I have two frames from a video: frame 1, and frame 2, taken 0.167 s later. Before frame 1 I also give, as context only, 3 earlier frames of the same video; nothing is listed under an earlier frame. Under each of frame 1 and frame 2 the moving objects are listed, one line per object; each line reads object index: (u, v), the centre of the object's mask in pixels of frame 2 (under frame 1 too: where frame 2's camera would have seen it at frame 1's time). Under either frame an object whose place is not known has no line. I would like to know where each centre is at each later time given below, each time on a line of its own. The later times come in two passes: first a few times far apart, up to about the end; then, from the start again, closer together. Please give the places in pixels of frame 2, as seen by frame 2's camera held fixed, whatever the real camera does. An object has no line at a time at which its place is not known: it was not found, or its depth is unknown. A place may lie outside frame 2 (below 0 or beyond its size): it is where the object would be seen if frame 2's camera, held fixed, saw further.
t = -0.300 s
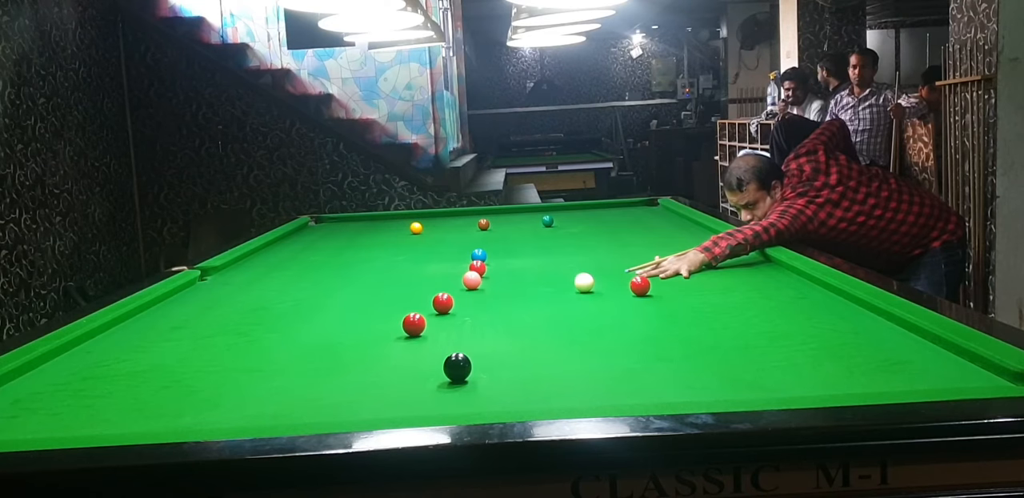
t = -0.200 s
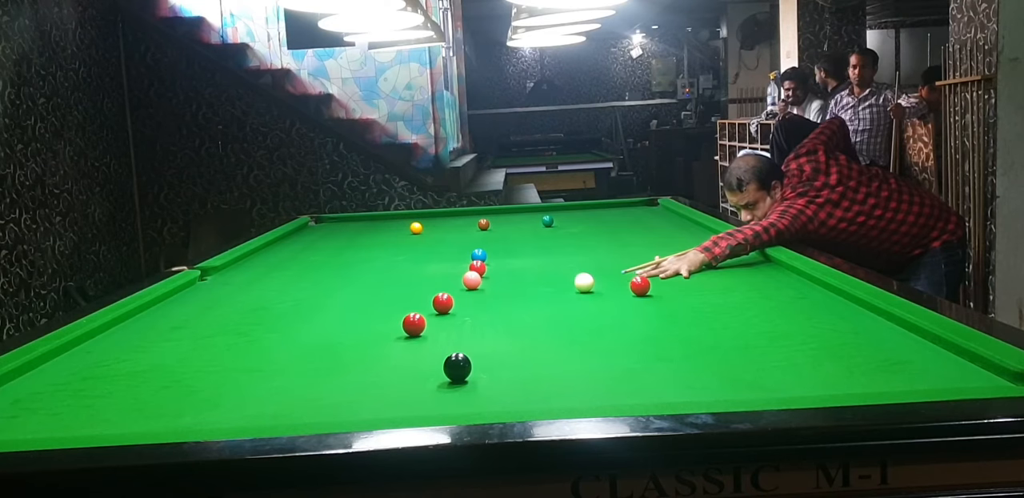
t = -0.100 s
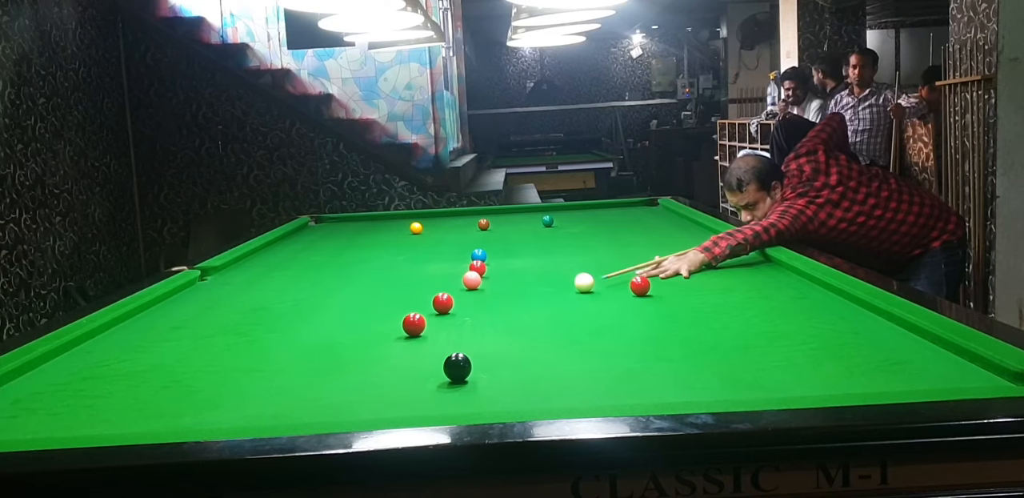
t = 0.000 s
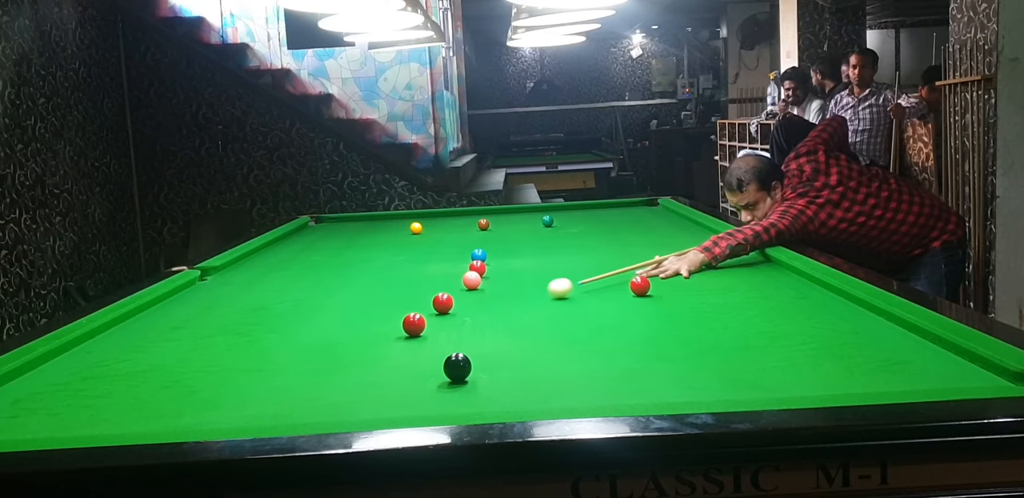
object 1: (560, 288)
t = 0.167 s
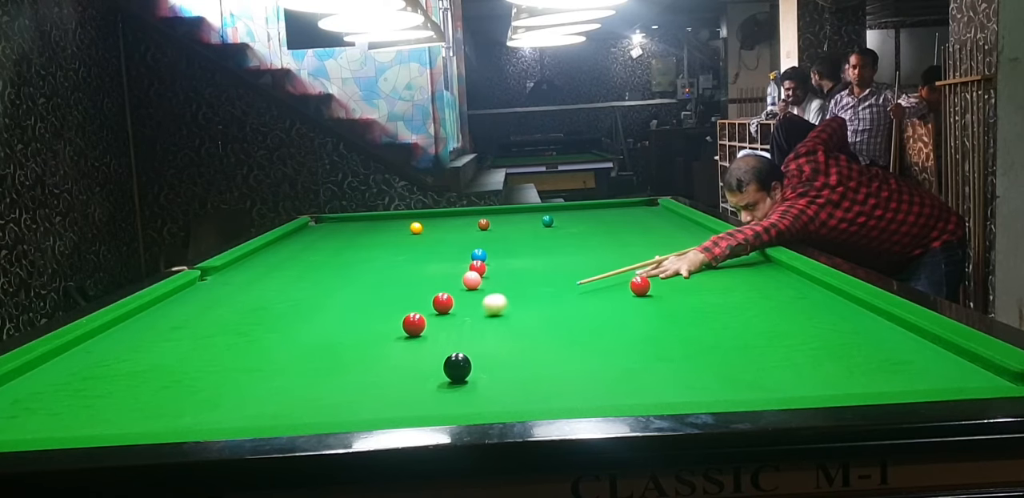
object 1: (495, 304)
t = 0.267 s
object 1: (456, 314)
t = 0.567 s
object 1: (413, 326)
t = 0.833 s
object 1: (389, 333)
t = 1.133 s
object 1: (363, 340)
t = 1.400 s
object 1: (342, 347)
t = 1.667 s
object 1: (322, 352)
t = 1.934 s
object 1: (304, 357)
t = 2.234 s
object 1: (288, 362)
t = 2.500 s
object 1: (276, 365)
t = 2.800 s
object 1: (267, 368)
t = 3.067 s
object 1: (262, 369)
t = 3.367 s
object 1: (260, 370)
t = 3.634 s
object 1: (260, 370)
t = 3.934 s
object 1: (260, 370)
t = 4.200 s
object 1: (260, 370)
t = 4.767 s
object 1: (260, 370)
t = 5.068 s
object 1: (260, 370)
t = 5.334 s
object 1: (260, 370)
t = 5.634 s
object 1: (260, 370)
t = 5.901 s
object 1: (260, 370)
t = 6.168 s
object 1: (260, 370)
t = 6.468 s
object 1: (260, 370)
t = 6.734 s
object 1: (260, 370)
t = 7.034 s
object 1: (260, 370)
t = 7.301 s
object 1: (260, 370)
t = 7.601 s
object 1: (260, 370)
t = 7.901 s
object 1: (260, 370)
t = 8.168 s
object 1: (260, 370)
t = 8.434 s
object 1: (260, 370)
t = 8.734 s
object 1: (260, 370)
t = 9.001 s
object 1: (260, 370)
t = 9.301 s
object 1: (260, 370)
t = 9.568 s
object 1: (260, 370)
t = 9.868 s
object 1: (260, 370)
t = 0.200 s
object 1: (482, 307)
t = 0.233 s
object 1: (469, 310)
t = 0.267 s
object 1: (456, 314)
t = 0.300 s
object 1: (442, 317)
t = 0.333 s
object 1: (432, 320)
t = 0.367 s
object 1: (430, 321)
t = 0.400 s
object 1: (428, 321)
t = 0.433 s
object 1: (425, 322)
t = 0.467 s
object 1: (422, 323)
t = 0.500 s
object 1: (419, 324)
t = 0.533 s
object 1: (416, 325)
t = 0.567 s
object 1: (413, 326)
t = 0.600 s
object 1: (410, 327)
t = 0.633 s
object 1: (407, 328)
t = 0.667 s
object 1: (404, 328)
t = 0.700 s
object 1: (401, 329)
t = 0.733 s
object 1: (398, 330)
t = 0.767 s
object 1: (395, 331)
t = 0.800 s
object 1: (392, 332)
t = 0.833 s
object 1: (389, 333)
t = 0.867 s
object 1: (386, 334)
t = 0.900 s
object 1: (383, 335)
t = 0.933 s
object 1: (380, 335)
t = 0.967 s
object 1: (377, 336)
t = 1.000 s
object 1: (374, 337)
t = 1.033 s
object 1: (372, 338)
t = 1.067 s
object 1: (369, 339)
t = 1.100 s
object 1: (366, 339)
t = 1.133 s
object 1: (363, 340)
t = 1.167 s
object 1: (360, 341)
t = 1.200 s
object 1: (358, 342)
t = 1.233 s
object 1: (355, 343)
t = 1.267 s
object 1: (352, 343)
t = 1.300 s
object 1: (350, 344)
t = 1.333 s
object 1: (347, 345)
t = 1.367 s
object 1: (345, 346)
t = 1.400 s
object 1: (342, 347)
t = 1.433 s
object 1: (339, 347)
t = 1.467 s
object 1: (337, 348)
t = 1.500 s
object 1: (334, 349)
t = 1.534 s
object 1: (332, 349)
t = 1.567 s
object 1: (329, 350)
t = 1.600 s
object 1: (327, 351)
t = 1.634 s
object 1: (325, 352)
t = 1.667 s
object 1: (322, 352)
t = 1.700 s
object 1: (320, 353)
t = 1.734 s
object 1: (318, 353)
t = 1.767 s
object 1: (315, 354)
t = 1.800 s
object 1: (313, 355)
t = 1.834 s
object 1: (311, 355)
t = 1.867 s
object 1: (308, 356)
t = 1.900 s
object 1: (306, 356)
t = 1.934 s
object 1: (304, 357)
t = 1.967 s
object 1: (302, 358)
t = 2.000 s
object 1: (300, 358)
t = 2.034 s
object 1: (299, 359)
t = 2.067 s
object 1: (297, 359)
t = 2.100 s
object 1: (295, 360)
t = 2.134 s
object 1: (293, 360)
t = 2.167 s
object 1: (291, 361)
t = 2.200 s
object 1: (290, 361)
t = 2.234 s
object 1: (288, 362)
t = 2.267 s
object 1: (286, 362)
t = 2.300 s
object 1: (285, 363)
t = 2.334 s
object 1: (283, 363)
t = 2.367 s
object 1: (282, 364)
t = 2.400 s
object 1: (280, 364)
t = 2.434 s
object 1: (279, 364)
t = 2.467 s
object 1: (278, 365)
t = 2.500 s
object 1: (276, 365)
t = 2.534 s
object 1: (275, 366)
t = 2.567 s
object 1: (274, 366)
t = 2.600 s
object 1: (273, 366)
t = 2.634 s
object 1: (271, 367)
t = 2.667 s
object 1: (270, 367)
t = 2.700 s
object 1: (269, 367)
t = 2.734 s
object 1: (268, 368)
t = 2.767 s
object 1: (267, 368)
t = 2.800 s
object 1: (267, 368)
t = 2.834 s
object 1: (266, 368)
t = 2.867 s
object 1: (265, 368)
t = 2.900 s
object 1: (264, 369)
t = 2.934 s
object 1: (264, 369)
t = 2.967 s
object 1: (263, 369)
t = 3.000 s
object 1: (263, 369)
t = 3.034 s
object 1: (262, 369)
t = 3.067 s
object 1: (262, 369)
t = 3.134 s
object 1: (261, 370)
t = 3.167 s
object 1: (260, 370)
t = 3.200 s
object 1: (260, 370)
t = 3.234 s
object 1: (260, 370)
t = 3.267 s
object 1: (260, 370)
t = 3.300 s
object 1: (260, 370)
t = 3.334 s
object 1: (260, 370)
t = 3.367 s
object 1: (260, 370)
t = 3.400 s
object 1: (260, 370)
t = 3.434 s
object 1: (260, 370)
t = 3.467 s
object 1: (260, 370)
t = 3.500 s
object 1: (260, 370)
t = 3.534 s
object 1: (260, 370)
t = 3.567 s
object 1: (260, 370)
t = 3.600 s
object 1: (260, 370)
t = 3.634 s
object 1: (260, 370)
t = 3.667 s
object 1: (260, 370)
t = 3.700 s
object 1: (260, 370)
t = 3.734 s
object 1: (260, 370)
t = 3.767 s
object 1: (260, 370)
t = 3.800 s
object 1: (260, 370)
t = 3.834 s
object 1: (260, 370)
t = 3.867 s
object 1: (260, 370)
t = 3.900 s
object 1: (260, 370)
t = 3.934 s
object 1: (260, 370)
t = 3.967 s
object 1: (260, 370)
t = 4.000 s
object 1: (260, 370)
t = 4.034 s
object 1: (260, 370)
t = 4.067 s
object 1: (260, 370)
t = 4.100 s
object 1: (260, 370)
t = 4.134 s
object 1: (260, 370)
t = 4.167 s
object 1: (260, 370)
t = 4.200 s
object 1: (260, 370)
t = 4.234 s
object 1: (260, 370)
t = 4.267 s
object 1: (260, 370)
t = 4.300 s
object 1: (260, 370)
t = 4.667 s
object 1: (262, 370)
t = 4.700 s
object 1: (261, 370)
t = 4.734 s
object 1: (261, 370)
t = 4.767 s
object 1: (260, 370)
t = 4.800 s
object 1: (260, 370)
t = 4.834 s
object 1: (260, 370)
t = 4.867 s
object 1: (260, 370)
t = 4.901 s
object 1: (260, 370)
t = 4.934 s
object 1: (260, 370)
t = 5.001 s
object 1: (260, 370)
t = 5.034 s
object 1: (260, 370)
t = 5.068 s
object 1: (260, 370)
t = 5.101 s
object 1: (260, 370)
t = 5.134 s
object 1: (260, 370)
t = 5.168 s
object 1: (260, 370)
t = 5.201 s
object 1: (260, 370)
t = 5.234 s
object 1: (260, 370)
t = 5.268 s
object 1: (260, 370)
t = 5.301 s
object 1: (260, 370)
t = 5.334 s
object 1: (260, 370)
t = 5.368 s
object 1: (260, 370)
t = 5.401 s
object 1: (260, 370)
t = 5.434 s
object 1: (260, 370)
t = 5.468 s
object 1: (260, 370)
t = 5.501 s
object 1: (260, 370)
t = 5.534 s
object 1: (260, 370)
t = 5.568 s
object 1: (260, 370)
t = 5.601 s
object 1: (260, 370)
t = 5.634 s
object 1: (260, 370)
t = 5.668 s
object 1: (260, 370)
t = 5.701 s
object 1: (260, 370)
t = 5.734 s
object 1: (260, 370)
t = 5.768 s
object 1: (260, 370)
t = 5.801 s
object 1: (260, 370)
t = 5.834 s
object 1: (260, 370)
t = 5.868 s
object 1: (260, 370)
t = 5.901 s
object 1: (260, 370)
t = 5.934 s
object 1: (260, 370)
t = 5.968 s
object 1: (260, 370)
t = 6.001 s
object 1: (260, 370)
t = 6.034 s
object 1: (260, 370)
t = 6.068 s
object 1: (260, 370)
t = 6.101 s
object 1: (260, 370)
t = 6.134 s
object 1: (260, 370)
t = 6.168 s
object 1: (260, 370)
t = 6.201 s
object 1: (260, 370)
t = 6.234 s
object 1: (260, 370)
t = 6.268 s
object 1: (260, 370)
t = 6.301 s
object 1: (260, 370)
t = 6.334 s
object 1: (260, 370)
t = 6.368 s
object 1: (260, 370)
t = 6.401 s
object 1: (260, 370)
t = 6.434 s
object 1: (260, 370)
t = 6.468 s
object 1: (260, 370)
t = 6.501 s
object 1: (260, 370)
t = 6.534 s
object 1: (260, 370)
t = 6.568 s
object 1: (260, 370)
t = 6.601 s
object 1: (260, 370)
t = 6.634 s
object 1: (260, 370)
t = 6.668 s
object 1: (260, 370)
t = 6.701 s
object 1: (260, 370)
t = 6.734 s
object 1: (260, 370)
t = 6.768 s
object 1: (260, 370)
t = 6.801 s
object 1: (260, 370)
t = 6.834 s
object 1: (260, 370)
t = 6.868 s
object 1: (260, 370)
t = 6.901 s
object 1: (260, 370)
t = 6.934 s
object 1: (260, 370)
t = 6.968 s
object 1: (260, 370)
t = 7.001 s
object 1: (260, 370)
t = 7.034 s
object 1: (260, 370)
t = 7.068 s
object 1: (260, 370)
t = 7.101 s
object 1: (260, 370)
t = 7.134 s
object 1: (260, 370)
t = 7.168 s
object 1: (260, 370)
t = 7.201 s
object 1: (260, 370)
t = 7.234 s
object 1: (260, 370)
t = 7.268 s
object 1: (260, 370)
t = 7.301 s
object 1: (260, 370)
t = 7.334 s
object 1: (260, 370)
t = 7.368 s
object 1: (260, 370)
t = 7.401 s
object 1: (260, 370)
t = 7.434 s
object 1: (260, 370)
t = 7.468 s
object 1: (260, 370)
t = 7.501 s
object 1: (260, 370)
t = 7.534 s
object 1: (260, 370)
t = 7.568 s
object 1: (260, 370)
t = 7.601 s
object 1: (260, 370)
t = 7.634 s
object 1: (260, 370)
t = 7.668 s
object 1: (260, 370)
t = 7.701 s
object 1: (260, 370)
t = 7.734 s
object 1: (260, 370)
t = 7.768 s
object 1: (260, 370)
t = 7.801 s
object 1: (260, 370)
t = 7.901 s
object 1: (260, 370)
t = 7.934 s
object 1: (260, 370)
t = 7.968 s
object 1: (260, 370)
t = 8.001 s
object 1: (260, 370)
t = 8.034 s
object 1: (260, 370)
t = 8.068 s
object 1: (260, 370)
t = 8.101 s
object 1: (260, 370)
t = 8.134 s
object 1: (260, 370)
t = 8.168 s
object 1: (260, 370)
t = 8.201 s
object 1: (260, 370)
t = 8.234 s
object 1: (260, 370)
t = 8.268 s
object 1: (260, 370)
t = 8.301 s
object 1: (260, 370)
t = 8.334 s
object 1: (260, 370)
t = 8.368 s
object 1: (260, 370)
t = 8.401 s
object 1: (260, 370)
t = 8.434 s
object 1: (260, 370)
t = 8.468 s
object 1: (260, 370)
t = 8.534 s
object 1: (260, 370)
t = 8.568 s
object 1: (260, 370)
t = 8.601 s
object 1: (260, 370)
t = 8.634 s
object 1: (260, 370)
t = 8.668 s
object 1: (260, 370)
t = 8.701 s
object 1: (260, 370)
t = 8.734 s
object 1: (260, 370)
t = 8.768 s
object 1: (260, 370)
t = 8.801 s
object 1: (260, 370)
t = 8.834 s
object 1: (260, 370)
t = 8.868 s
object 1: (260, 370)
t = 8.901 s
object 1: (260, 370)
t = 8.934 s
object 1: (260, 370)
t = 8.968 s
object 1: (260, 370)
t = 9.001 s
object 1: (260, 370)
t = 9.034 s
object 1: (260, 370)
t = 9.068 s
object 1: (260, 370)
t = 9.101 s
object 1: (260, 370)
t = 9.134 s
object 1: (260, 370)
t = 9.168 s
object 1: (260, 370)
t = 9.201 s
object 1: (260, 370)
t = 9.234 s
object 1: (260, 370)
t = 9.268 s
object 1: (260, 370)
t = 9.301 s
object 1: (260, 370)
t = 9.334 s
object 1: (260, 370)
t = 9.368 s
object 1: (260, 370)
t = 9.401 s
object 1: (260, 370)
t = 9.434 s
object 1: (260, 370)
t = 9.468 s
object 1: (260, 370)
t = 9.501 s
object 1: (260, 370)
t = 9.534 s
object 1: (260, 370)
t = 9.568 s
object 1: (260, 370)
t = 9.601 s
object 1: (260, 370)
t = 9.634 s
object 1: (260, 370)
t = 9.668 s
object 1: (260, 370)
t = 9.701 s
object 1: (260, 370)
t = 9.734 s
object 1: (260, 370)
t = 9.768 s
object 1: (260, 370)
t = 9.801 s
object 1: (260, 370)
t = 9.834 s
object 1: (260, 370)
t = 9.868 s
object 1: (260, 370)
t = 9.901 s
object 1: (260, 370)
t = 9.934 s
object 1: (260, 370)
